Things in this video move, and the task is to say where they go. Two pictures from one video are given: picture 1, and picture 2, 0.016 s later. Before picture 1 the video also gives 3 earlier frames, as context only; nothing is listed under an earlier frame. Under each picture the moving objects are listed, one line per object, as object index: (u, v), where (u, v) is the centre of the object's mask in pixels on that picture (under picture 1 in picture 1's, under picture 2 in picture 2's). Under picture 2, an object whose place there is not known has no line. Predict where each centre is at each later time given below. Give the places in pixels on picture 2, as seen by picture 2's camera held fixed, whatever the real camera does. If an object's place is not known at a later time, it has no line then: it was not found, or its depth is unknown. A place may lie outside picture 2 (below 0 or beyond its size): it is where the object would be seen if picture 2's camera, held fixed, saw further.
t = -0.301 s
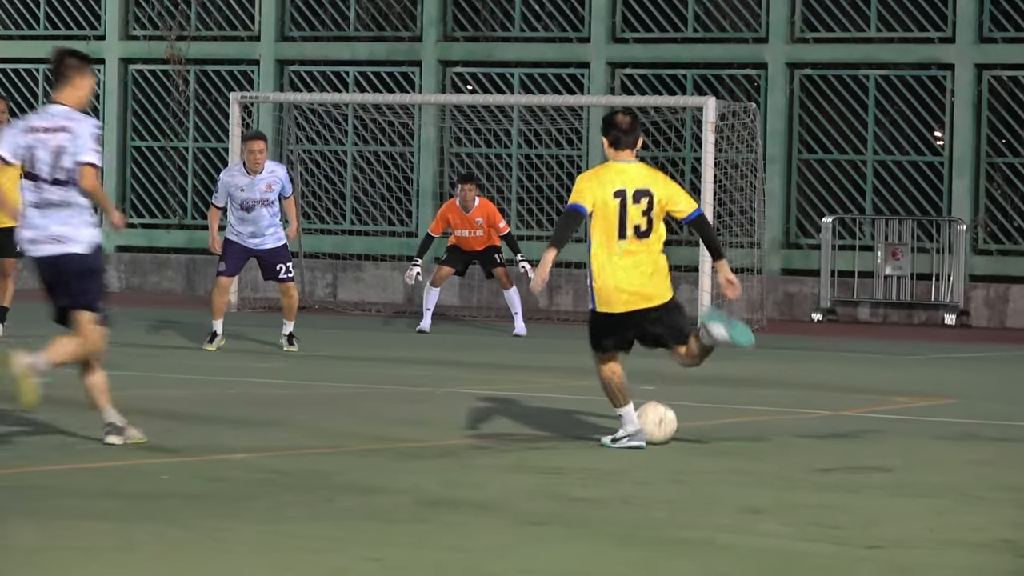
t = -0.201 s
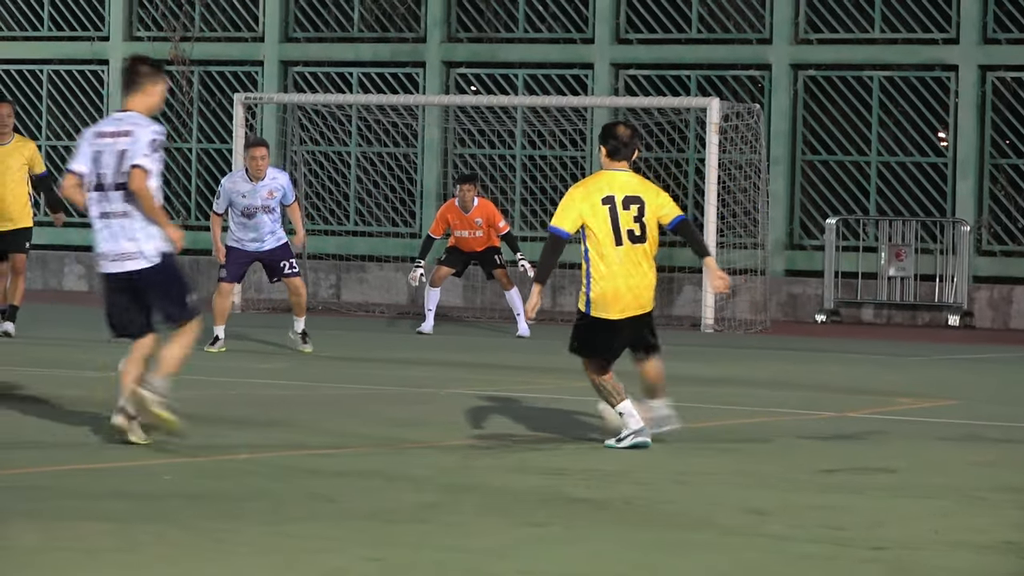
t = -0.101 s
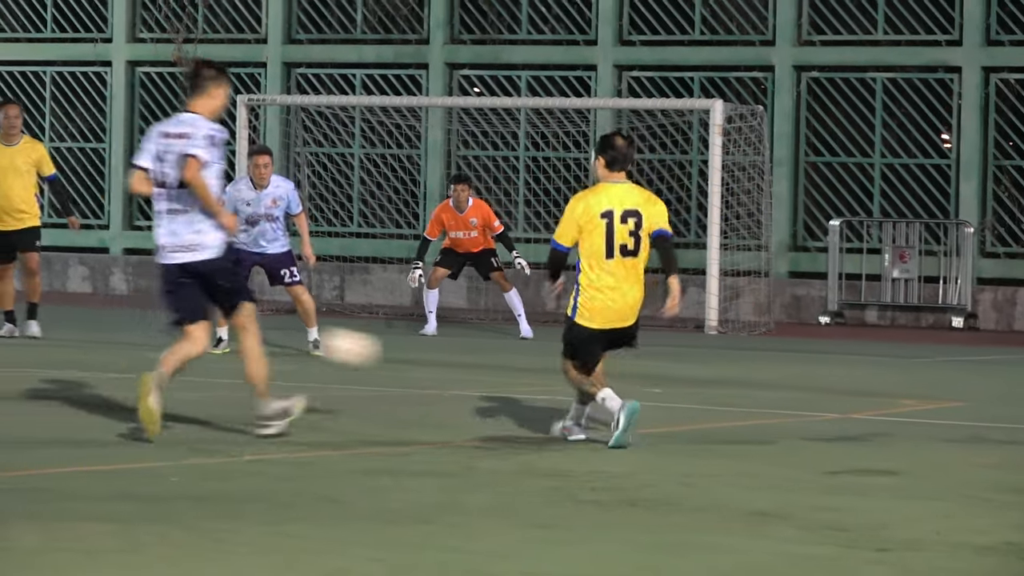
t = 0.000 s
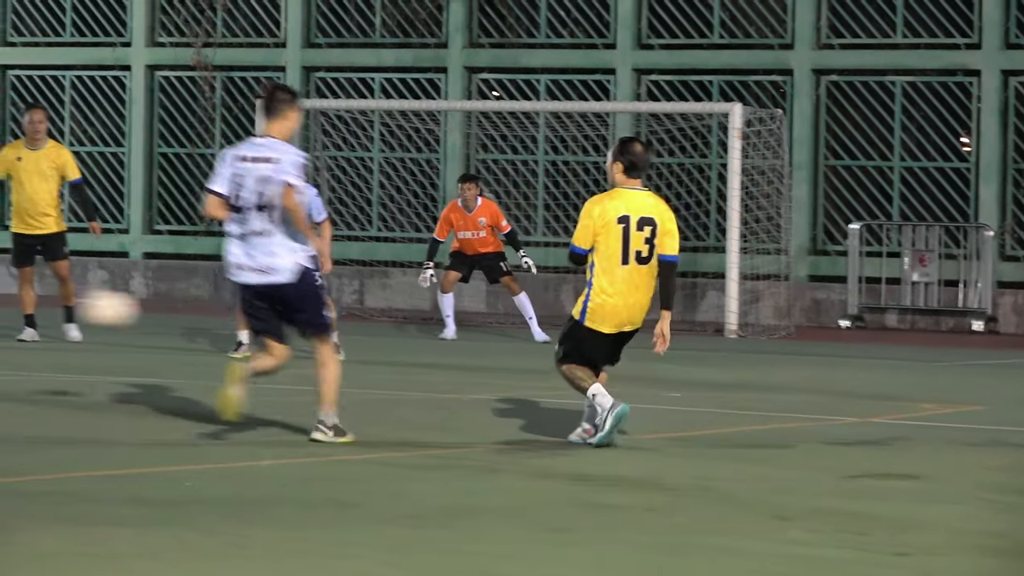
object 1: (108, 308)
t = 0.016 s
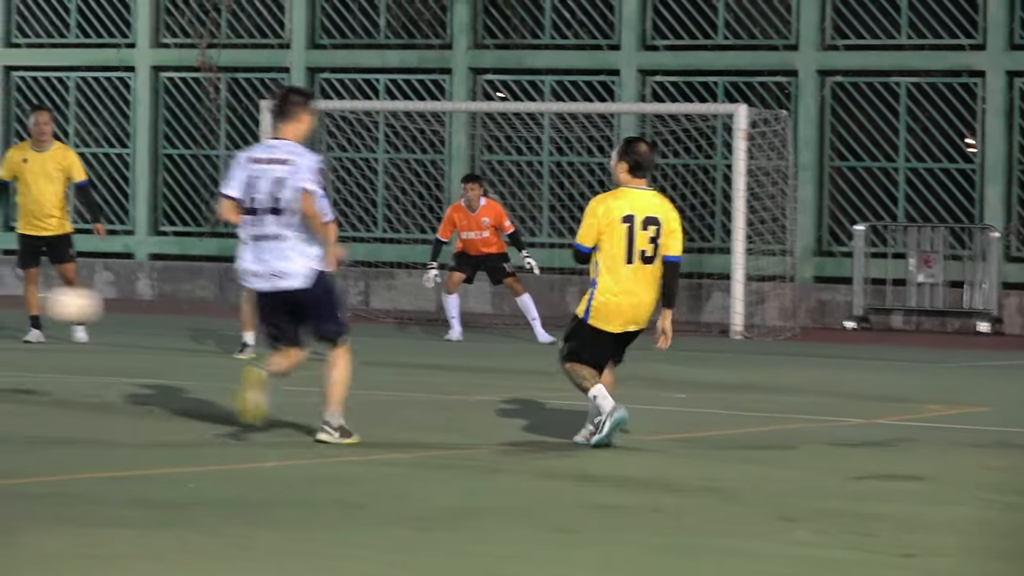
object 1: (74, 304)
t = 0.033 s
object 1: (31, 300)
